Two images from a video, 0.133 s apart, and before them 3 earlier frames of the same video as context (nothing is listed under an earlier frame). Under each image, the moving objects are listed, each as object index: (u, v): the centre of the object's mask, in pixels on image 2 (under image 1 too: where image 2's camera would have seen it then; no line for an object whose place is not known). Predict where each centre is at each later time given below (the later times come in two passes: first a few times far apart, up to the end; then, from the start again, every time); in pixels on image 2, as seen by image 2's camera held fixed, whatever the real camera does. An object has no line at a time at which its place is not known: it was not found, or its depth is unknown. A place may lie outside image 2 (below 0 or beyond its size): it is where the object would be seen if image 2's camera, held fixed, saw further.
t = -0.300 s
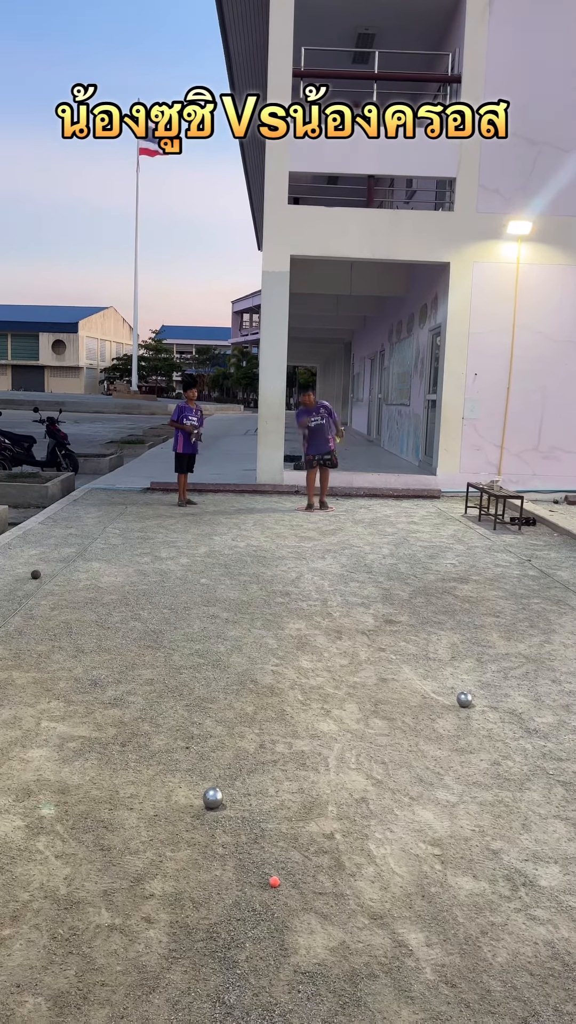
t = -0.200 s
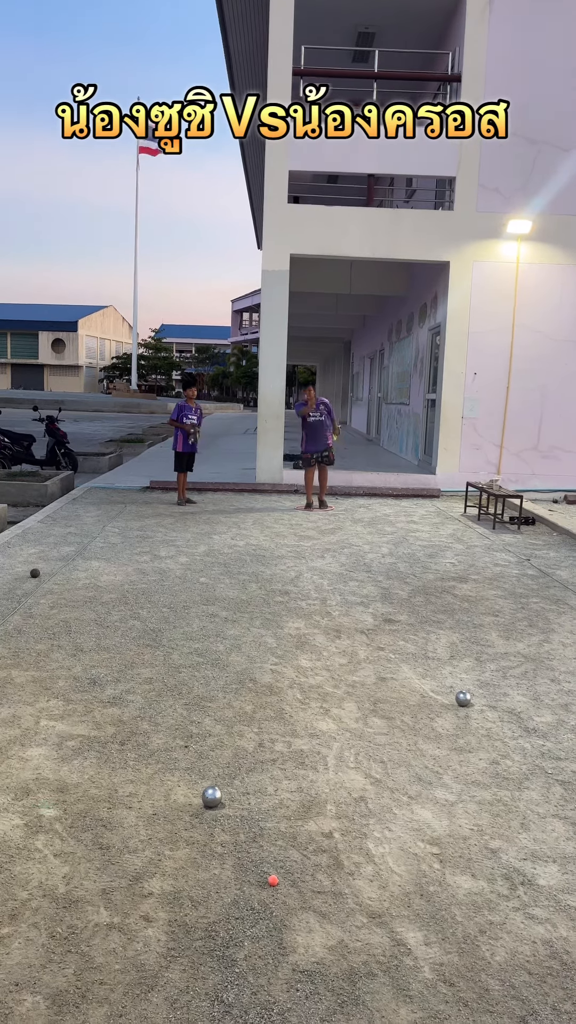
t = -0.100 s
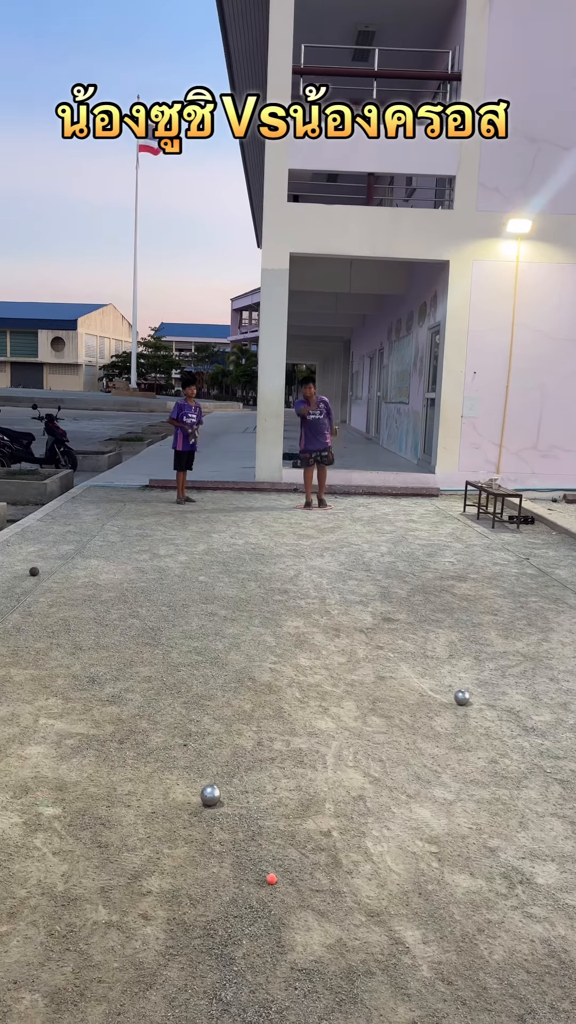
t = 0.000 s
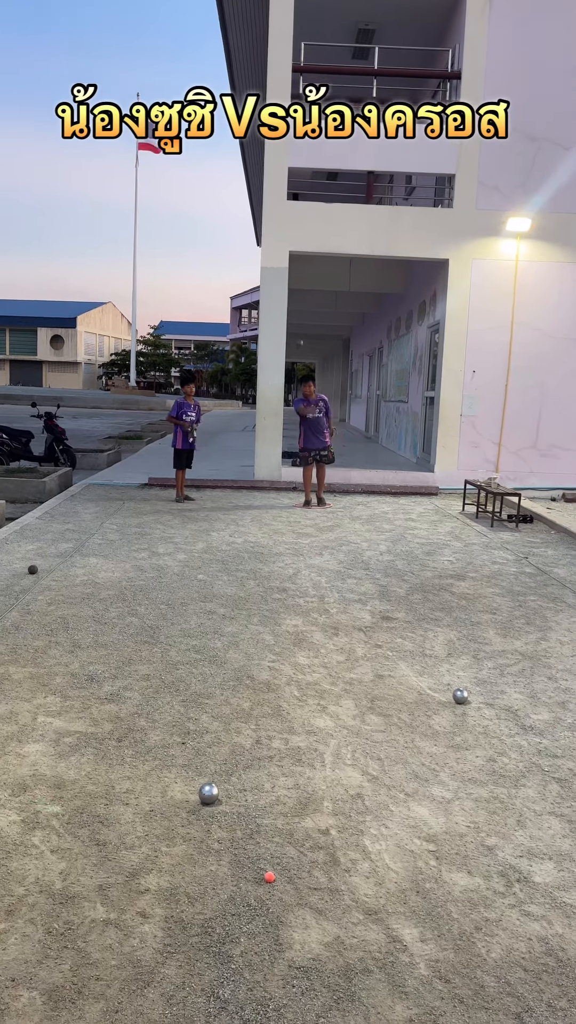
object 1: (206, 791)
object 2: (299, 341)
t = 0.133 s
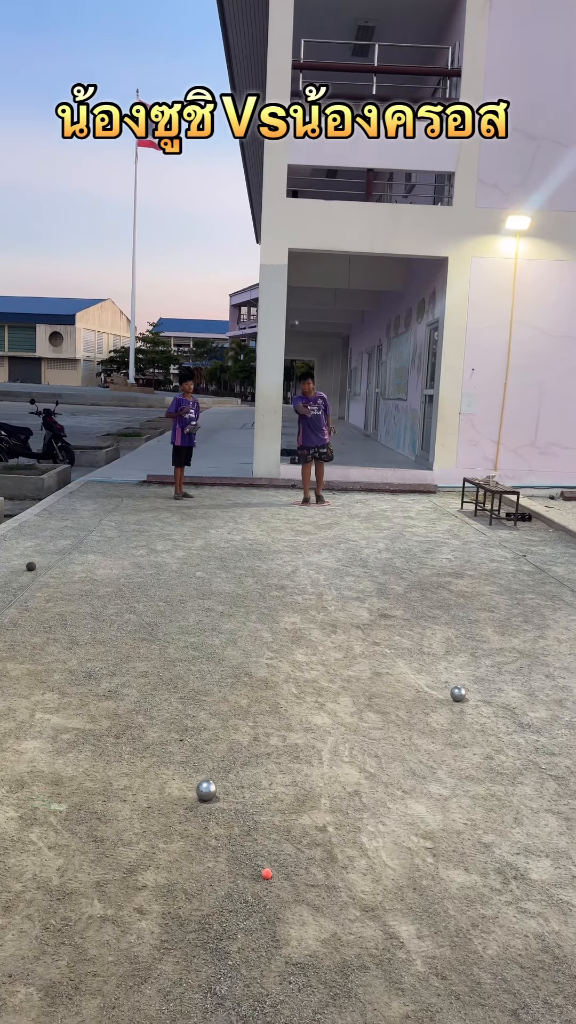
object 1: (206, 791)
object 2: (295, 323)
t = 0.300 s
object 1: (206, 790)
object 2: (285, 332)
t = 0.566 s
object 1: (206, 790)
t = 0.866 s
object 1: (147, 807)
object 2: (283, 832)
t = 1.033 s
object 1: (41, 892)
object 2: (379, 891)
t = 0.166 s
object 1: (206, 791)
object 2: (293, 323)
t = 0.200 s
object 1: (206, 791)
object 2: (291, 322)
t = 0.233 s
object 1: (206, 791)
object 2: (289, 323)
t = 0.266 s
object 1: (206, 791)
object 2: (287, 326)
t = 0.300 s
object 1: (206, 790)
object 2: (285, 332)
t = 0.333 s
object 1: (206, 791)
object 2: (283, 339)
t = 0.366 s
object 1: (206, 791)
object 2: (280, 349)
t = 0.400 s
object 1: (206, 790)
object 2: (277, 361)
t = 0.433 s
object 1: (206, 791)
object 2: (274, 376)
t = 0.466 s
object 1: (206, 791)
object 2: (270, 395)
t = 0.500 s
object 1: (206, 791)
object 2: (266, 417)
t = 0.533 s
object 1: (206, 791)
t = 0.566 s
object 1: (206, 790)
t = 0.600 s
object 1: (206, 790)
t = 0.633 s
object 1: (206, 791)
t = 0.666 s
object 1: (206, 791)
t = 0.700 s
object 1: (206, 791)
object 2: (231, 667)
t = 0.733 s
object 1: (206, 791)
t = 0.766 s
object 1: (199, 795)
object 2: (228, 790)
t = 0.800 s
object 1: (181, 795)
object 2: (247, 807)
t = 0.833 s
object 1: (166, 798)
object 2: (264, 818)
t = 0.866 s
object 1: (147, 807)
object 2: (283, 832)
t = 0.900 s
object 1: (128, 819)
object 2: (302, 842)
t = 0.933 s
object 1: (109, 834)
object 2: (320, 856)
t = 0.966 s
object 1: (88, 857)
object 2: (339, 867)
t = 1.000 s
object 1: (64, 879)
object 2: (359, 877)
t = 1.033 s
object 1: (41, 892)
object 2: (379, 891)
